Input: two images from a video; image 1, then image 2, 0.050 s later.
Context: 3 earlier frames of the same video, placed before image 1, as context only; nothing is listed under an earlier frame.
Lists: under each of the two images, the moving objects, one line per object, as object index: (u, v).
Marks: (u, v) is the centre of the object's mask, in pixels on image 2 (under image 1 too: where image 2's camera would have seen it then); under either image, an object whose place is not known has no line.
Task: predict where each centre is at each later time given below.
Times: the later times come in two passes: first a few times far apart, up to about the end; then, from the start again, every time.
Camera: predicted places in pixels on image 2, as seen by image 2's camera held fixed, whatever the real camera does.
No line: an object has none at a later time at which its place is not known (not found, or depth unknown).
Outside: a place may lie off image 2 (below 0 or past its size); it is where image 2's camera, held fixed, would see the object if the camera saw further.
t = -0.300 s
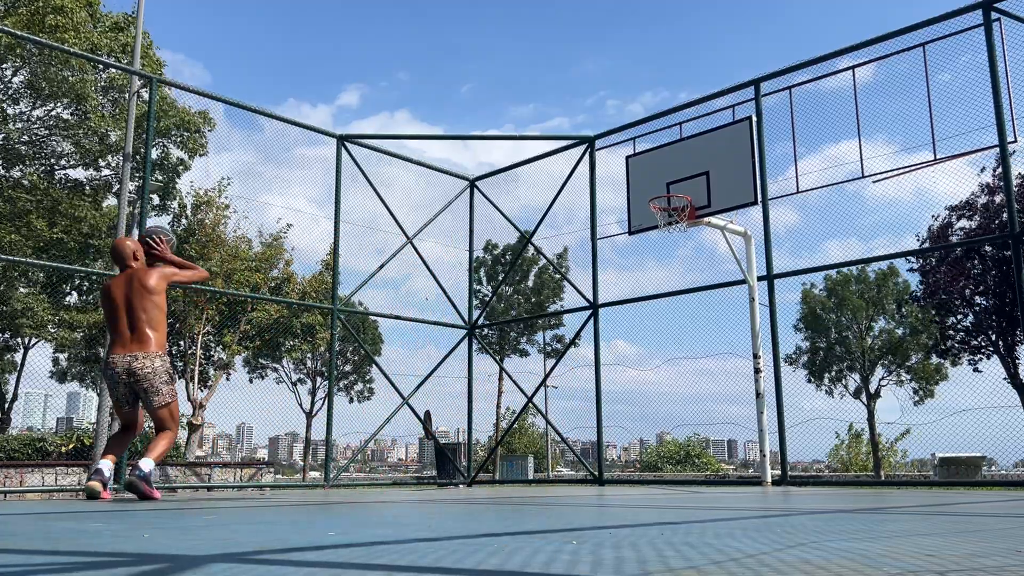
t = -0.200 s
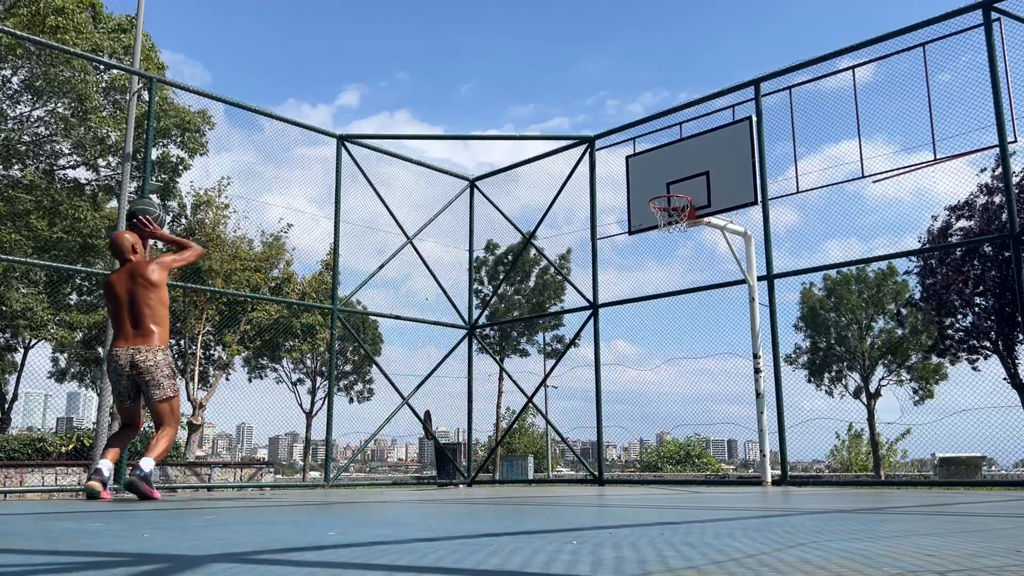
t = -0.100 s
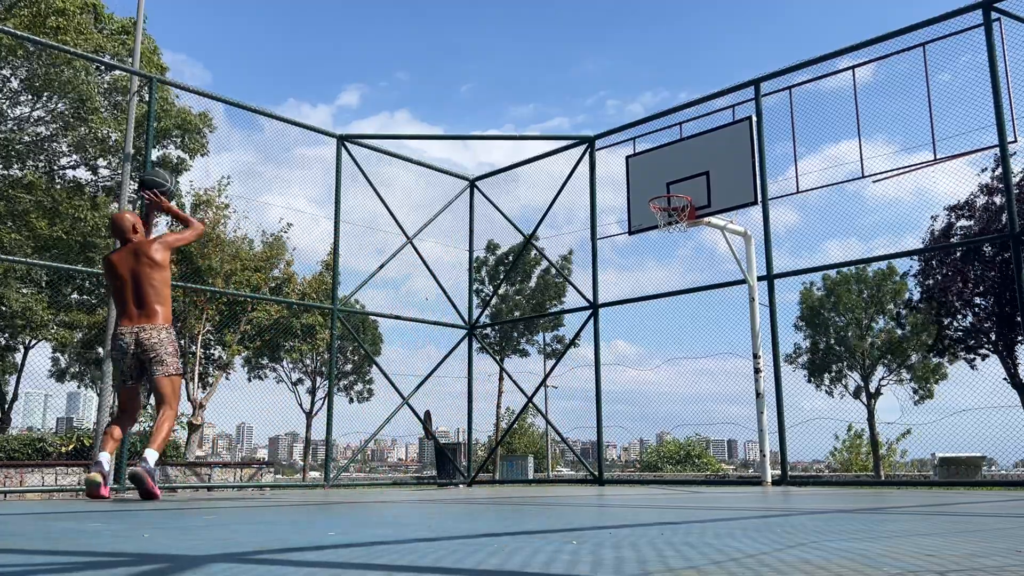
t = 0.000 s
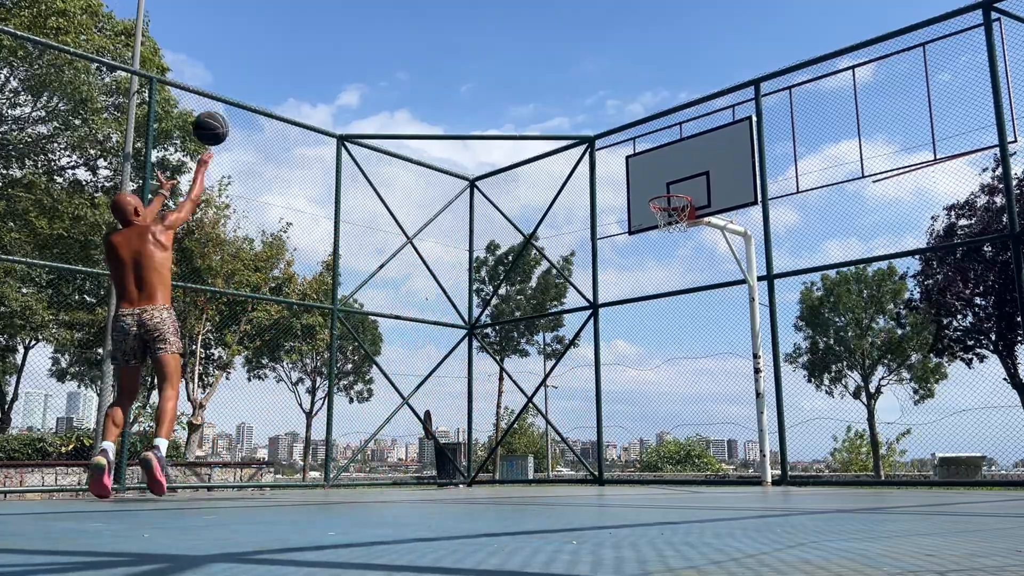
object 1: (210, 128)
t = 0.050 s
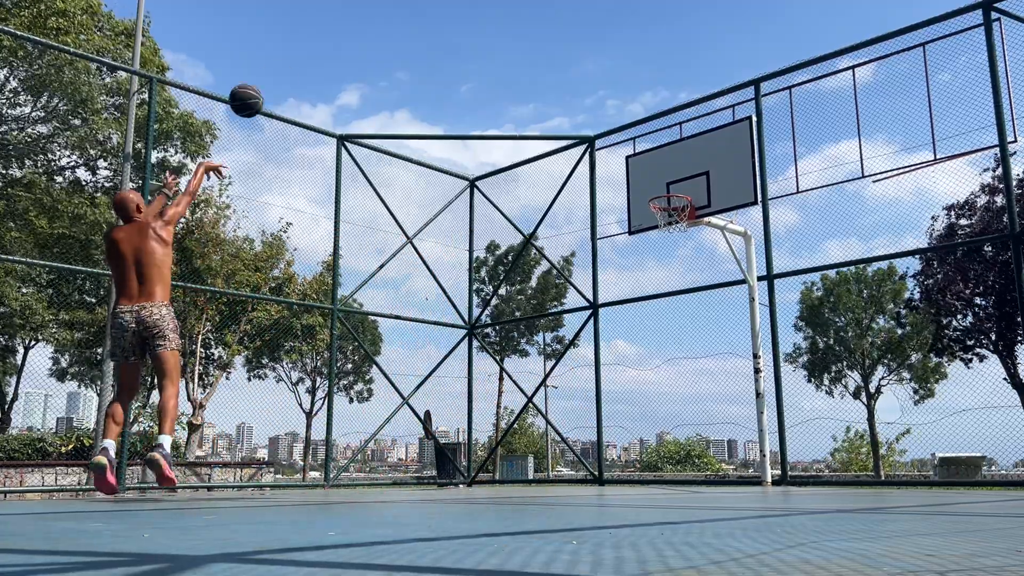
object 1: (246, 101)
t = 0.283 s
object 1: (379, 29)
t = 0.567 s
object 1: (495, 27)
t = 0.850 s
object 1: (587, 89)
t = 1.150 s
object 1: (665, 190)
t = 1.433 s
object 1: (641, 165)
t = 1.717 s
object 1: (598, 180)
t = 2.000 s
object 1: (551, 268)
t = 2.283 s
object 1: (502, 454)
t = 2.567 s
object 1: (481, 325)
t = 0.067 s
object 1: (257, 92)
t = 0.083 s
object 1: (268, 85)
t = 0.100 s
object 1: (278, 78)
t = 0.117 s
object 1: (289, 72)
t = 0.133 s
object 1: (299, 65)
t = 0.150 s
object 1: (309, 60)
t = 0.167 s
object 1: (318, 55)
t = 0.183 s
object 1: (327, 50)
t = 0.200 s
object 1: (337, 45)
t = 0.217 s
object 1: (345, 41)
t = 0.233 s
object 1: (354, 38)
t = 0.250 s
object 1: (363, 34)
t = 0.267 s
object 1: (371, 31)
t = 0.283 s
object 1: (379, 29)
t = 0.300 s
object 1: (387, 27)
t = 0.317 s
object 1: (395, 24)
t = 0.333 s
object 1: (403, 23)
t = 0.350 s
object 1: (410, 22)
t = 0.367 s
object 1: (417, 21)
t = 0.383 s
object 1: (424, 20)
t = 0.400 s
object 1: (431, 20)
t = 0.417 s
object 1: (438, 19)
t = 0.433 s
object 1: (445, 19)
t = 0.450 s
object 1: (452, 20)
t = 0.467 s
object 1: (458, 20)
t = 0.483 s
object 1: (465, 21)
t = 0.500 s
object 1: (471, 21)
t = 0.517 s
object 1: (477, 22)
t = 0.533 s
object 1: (483, 24)
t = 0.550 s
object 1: (489, 26)
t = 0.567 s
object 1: (495, 27)
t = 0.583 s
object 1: (501, 30)
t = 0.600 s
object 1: (507, 32)
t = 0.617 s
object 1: (513, 34)
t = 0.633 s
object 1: (519, 37)
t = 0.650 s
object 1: (524, 40)
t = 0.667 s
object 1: (530, 43)
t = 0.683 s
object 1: (535, 46)
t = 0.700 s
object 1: (540, 50)
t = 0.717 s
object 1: (546, 54)
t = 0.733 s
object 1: (551, 57)
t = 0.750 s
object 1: (556, 62)
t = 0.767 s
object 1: (561, 66)
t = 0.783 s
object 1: (566, 70)
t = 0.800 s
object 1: (572, 75)
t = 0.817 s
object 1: (577, 80)
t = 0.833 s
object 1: (582, 84)
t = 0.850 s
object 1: (587, 89)
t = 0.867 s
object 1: (591, 95)
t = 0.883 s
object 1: (596, 100)
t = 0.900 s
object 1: (601, 105)
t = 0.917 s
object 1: (606, 111)
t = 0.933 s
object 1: (610, 117)
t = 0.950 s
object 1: (614, 121)
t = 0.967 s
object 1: (620, 129)
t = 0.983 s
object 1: (624, 136)
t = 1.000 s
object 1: (629, 142)
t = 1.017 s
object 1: (634, 148)
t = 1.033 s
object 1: (638, 155)
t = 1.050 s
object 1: (642, 163)
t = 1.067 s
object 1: (647, 170)
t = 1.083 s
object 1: (651, 177)
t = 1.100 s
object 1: (656, 184)
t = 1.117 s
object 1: (660, 189)
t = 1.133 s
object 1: (663, 190)
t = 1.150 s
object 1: (665, 190)
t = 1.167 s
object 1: (669, 194)
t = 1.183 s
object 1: (673, 198)
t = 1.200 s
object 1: (674, 200)
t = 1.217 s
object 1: (673, 196)
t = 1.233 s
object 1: (672, 193)
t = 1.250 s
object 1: (669, 187)
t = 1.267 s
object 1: (667, 186)
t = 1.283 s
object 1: (665, 184)
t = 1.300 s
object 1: (662, 181)
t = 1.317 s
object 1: (659, 178)
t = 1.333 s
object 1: (657, 176)
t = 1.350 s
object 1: (654, 173)
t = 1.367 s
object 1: (651, 171)
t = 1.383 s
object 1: (649, 170)
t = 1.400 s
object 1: (646, 168)
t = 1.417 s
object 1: (643, 167)
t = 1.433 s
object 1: (641, 165)
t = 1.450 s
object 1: (639, 164)
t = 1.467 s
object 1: (637, 164)
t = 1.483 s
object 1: (634, 163)
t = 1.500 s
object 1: (631, 163)
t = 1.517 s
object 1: (628, 163)
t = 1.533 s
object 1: (626, 163)
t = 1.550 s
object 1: (623, 163)
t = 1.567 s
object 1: (620, 164)
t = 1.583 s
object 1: (618, 165)
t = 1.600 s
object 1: (616, 166)
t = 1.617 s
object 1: (613, 167)
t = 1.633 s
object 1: (610, 169)
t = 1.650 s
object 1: (608, 170)
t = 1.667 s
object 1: (605, 173)
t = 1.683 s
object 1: (603, 175)
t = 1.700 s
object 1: (601, 177)
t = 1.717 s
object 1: (598, 180)
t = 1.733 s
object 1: (595, 183)
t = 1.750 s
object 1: (592, 186)
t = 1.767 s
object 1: (589, 190)
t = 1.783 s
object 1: (586, 193)
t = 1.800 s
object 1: (584, 198)
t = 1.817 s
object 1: (581, 202)
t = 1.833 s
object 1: (578, 207)
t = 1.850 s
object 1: (576, 212)
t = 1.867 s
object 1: (573, 217)
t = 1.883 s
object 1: (570, 222)
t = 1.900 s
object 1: (568, 228)
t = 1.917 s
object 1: (565, 234)
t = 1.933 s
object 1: (562, 240)
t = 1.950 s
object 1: (559, 247)
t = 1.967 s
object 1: (557, 254)
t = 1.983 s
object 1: (554, 261)
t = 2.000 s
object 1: (551, 268)
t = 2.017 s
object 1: (549, 276)
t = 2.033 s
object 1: (545, 284)
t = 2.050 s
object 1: (544, 293)
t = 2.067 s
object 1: (540, 302)
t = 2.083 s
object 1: (538, 311)
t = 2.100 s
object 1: (534, 321)
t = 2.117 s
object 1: (532, 331)
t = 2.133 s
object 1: (529, 341)
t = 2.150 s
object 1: (527, 352)
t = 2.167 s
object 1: (524, 363)
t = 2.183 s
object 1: (521, 375)
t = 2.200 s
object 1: (518, 387)
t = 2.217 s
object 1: (515, 400)
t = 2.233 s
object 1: (512, 413)
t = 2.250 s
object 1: (509, 425)
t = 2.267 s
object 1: (507, 440)
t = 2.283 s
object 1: (502, 454)
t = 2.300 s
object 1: (499, 469)
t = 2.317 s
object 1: (497, 475)
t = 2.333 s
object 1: (496, 463)
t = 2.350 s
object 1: (495, 451)
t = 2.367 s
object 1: (493, 440)
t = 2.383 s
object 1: (492, 427)
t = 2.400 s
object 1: (491, 417)
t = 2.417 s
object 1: (490, 406)
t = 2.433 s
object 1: (489, 396)
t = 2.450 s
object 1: (487, 386)
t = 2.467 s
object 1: (487, 376)
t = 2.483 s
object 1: (486, 367)
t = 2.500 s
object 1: (484, 358)
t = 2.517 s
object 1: (484, 349)
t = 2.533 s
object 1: (483, 340)
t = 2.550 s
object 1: (481, 333)
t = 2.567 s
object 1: (481, 325)
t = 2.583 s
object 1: (480, 317)
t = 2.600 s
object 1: (479, 310)
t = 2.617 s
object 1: (477, 303)
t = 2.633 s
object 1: (476, 296)
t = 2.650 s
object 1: (476, 291)
